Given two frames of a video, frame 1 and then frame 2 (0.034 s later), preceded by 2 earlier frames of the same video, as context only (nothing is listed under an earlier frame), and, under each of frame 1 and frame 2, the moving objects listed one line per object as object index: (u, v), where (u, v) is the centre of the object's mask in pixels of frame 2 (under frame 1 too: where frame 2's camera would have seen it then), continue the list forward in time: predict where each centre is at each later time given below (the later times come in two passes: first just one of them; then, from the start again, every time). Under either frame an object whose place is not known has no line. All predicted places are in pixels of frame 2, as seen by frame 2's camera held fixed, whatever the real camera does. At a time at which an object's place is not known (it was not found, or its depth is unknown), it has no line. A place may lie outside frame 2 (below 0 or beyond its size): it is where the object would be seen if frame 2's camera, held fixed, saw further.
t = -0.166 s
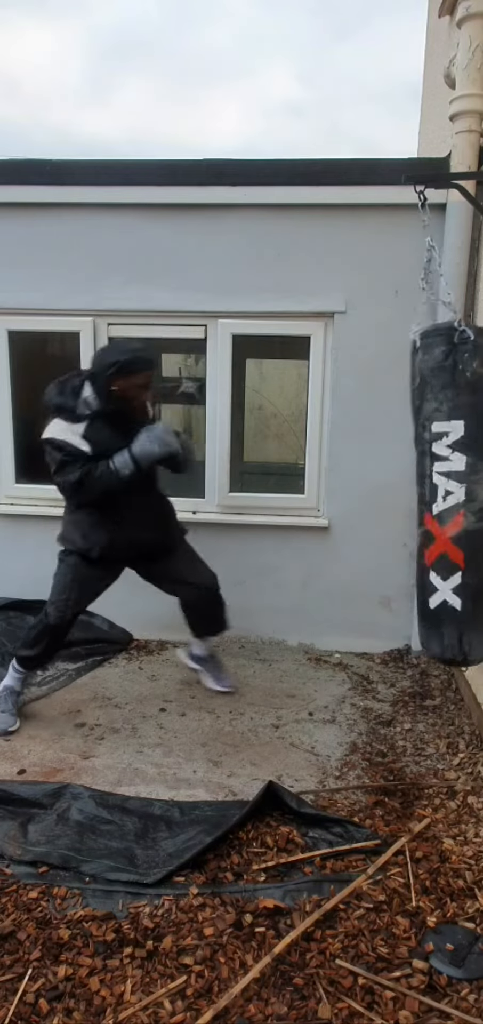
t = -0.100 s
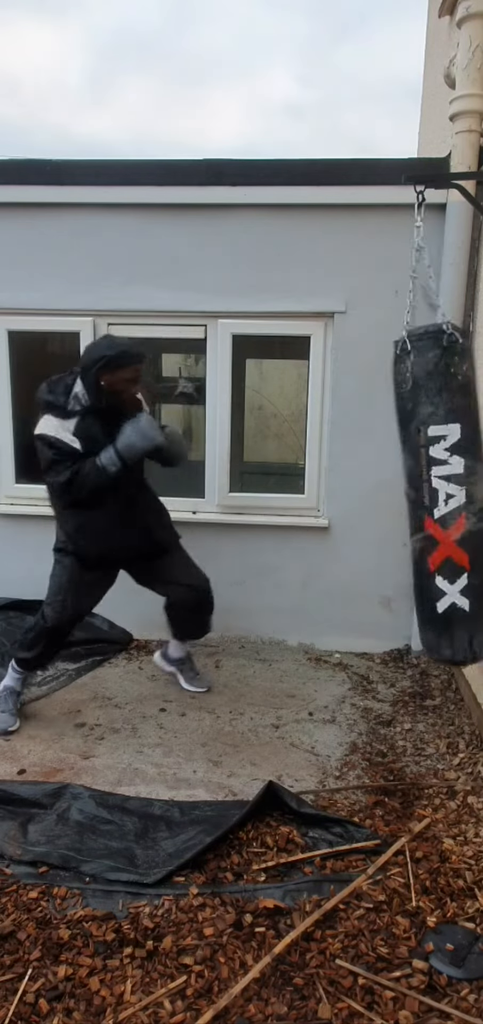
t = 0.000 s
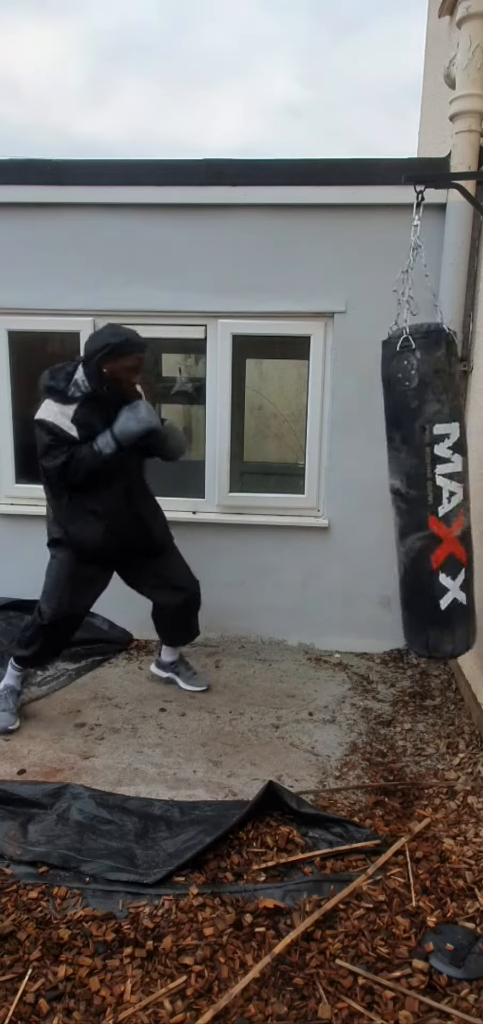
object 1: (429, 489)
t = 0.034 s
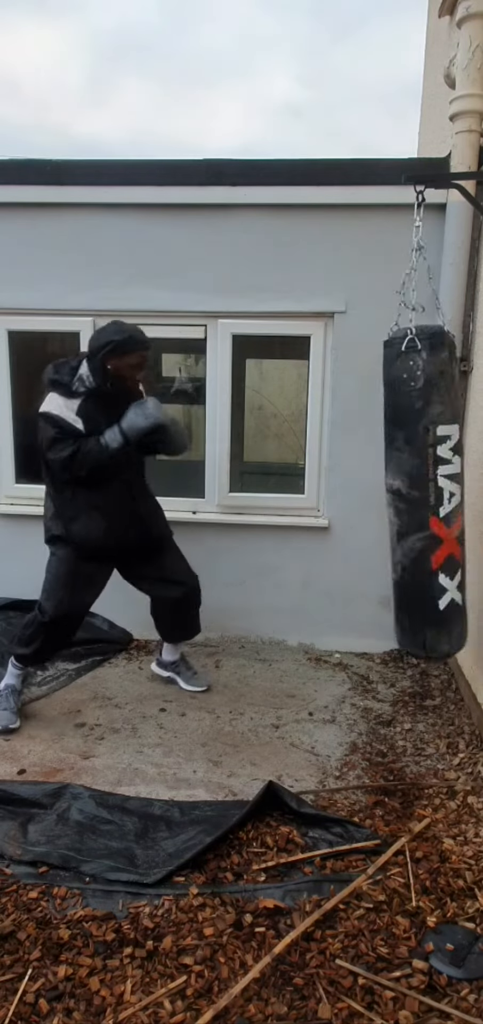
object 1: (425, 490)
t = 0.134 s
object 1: (410, 491)
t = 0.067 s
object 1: (421, 491)
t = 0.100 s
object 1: (416, 492)
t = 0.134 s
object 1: (410, 491)
